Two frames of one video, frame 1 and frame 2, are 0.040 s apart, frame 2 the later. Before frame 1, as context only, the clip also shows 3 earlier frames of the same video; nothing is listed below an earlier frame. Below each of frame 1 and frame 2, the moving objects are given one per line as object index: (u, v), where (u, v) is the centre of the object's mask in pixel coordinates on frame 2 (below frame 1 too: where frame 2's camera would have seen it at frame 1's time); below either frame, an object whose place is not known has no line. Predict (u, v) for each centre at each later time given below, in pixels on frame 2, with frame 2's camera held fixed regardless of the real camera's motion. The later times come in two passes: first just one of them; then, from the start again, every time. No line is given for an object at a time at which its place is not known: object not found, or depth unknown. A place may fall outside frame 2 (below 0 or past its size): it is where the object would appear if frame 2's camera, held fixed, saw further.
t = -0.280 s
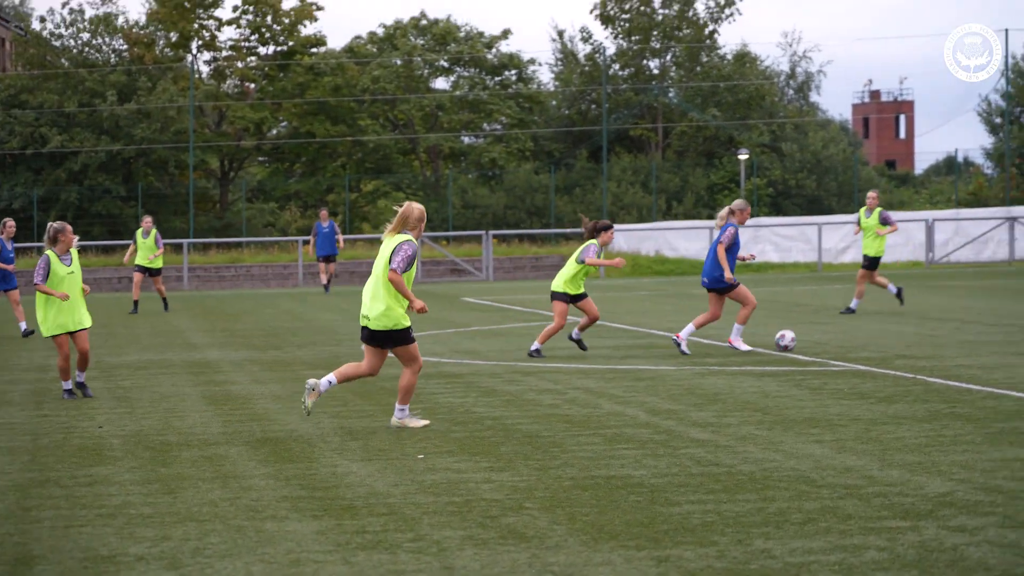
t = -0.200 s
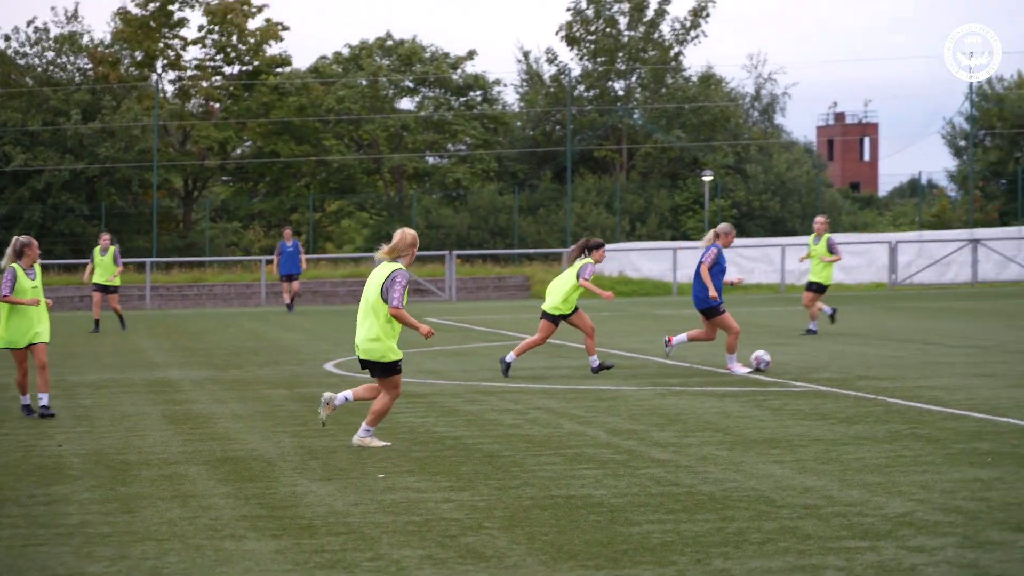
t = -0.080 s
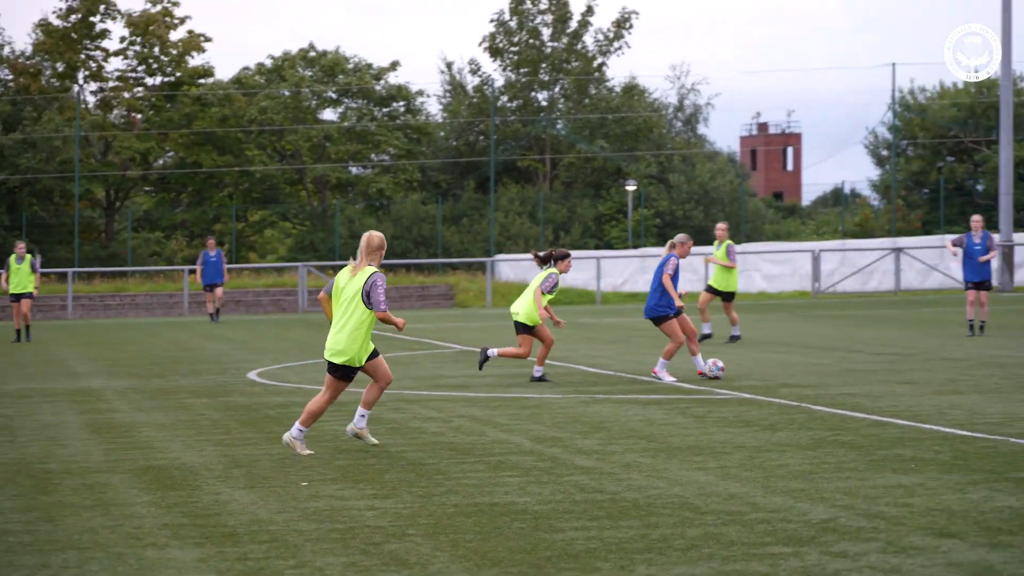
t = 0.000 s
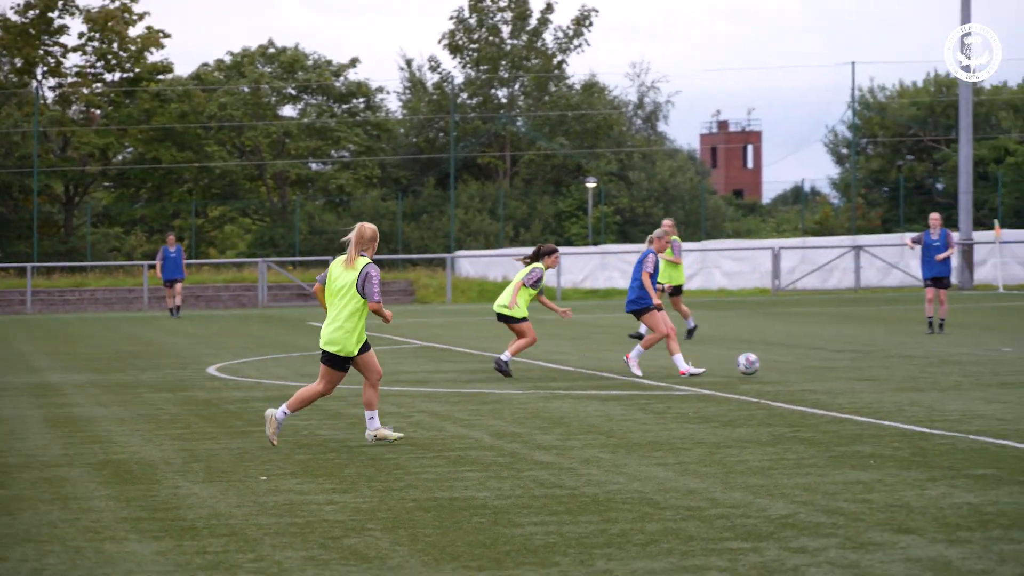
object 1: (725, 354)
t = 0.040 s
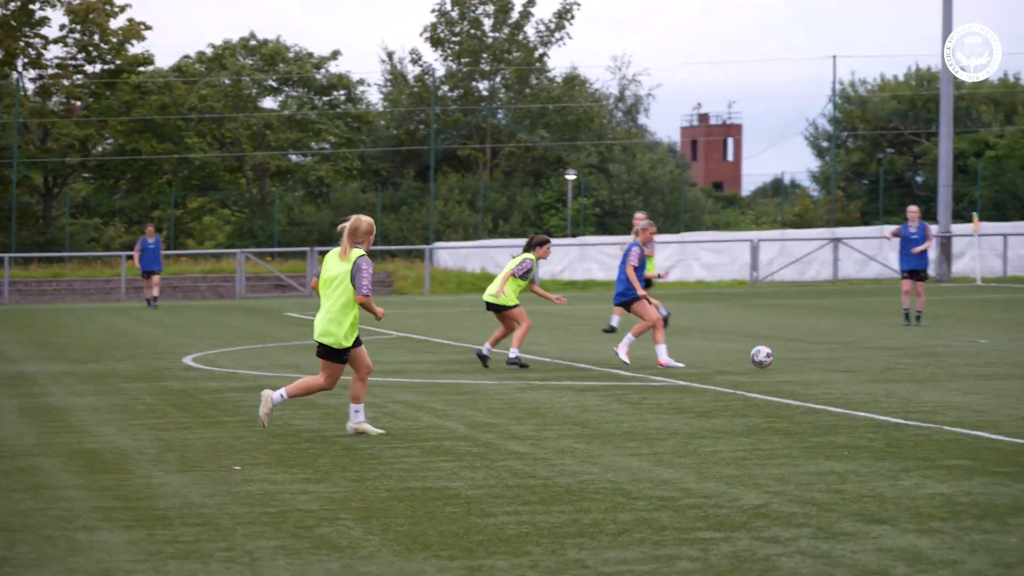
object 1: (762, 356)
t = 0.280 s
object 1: (980, 362)
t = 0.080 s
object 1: (800, 359)
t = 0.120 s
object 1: (836, 359)
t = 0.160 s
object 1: (872, 360)
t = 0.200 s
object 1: (909, 362)
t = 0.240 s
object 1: (945, 364)
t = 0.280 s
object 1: (980, 362)
